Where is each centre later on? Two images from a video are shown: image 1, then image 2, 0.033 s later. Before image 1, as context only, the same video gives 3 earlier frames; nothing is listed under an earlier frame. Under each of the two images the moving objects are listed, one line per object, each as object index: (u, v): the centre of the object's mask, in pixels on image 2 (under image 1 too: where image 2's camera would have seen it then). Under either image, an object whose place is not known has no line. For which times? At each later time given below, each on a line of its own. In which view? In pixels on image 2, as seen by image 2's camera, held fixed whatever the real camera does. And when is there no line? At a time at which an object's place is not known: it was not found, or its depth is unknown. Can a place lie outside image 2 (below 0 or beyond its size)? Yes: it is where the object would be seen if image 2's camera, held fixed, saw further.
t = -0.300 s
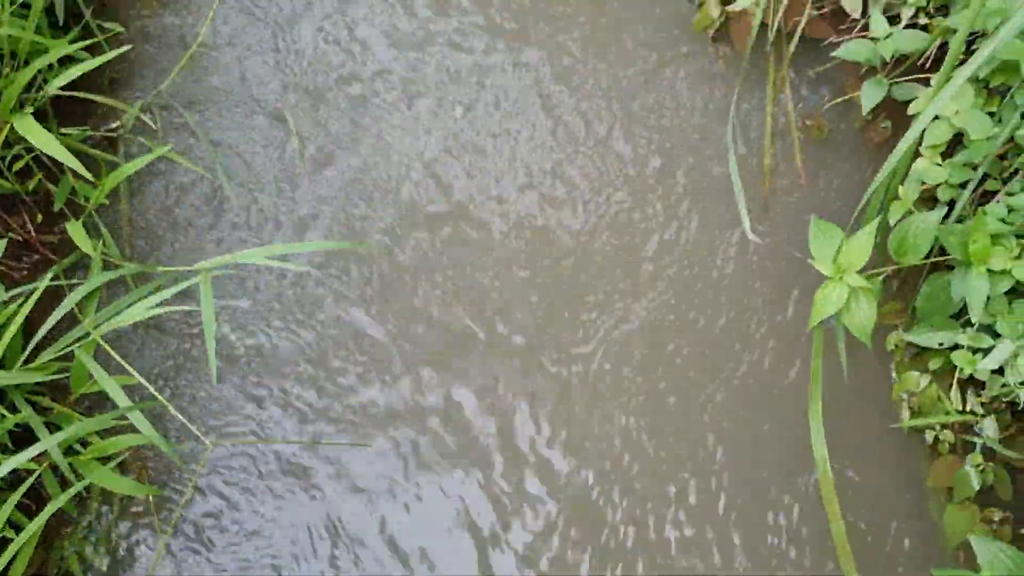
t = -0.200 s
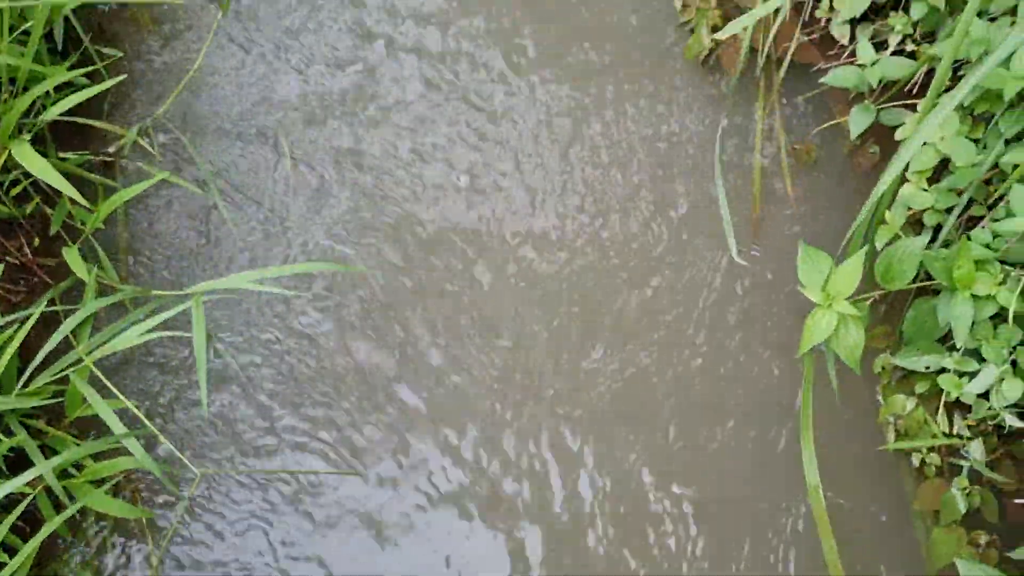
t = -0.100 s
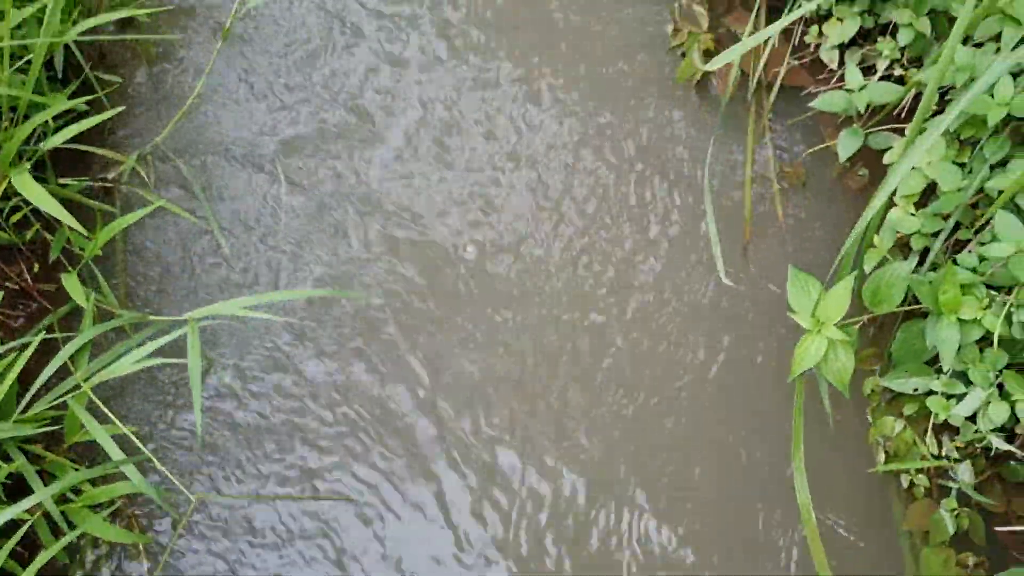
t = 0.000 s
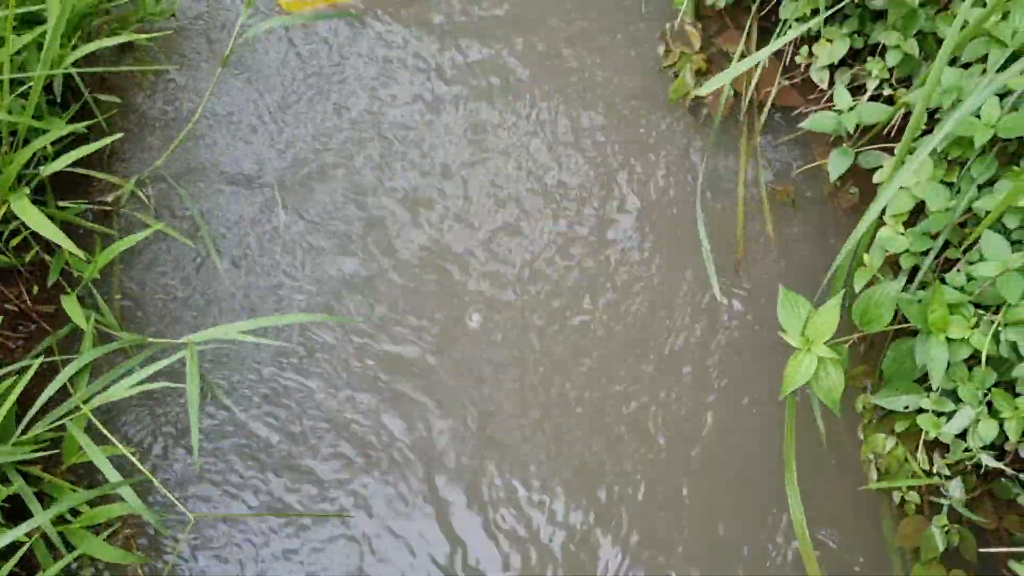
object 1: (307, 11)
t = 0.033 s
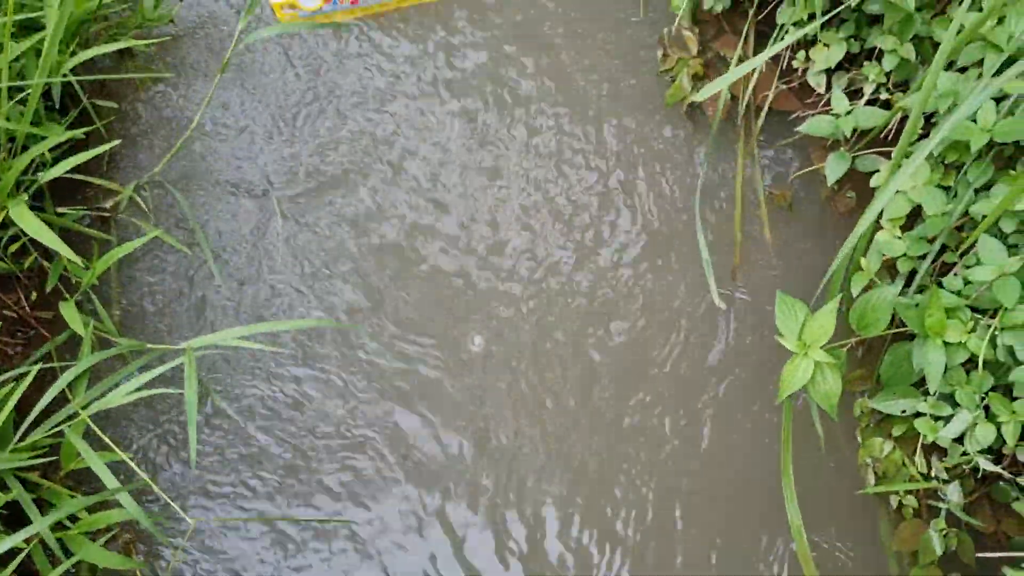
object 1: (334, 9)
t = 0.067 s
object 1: (352, 10)
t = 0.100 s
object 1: (357, 17)
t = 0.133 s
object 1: (366, 25)
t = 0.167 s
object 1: (374, 35)
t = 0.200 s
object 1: (378, 46)
